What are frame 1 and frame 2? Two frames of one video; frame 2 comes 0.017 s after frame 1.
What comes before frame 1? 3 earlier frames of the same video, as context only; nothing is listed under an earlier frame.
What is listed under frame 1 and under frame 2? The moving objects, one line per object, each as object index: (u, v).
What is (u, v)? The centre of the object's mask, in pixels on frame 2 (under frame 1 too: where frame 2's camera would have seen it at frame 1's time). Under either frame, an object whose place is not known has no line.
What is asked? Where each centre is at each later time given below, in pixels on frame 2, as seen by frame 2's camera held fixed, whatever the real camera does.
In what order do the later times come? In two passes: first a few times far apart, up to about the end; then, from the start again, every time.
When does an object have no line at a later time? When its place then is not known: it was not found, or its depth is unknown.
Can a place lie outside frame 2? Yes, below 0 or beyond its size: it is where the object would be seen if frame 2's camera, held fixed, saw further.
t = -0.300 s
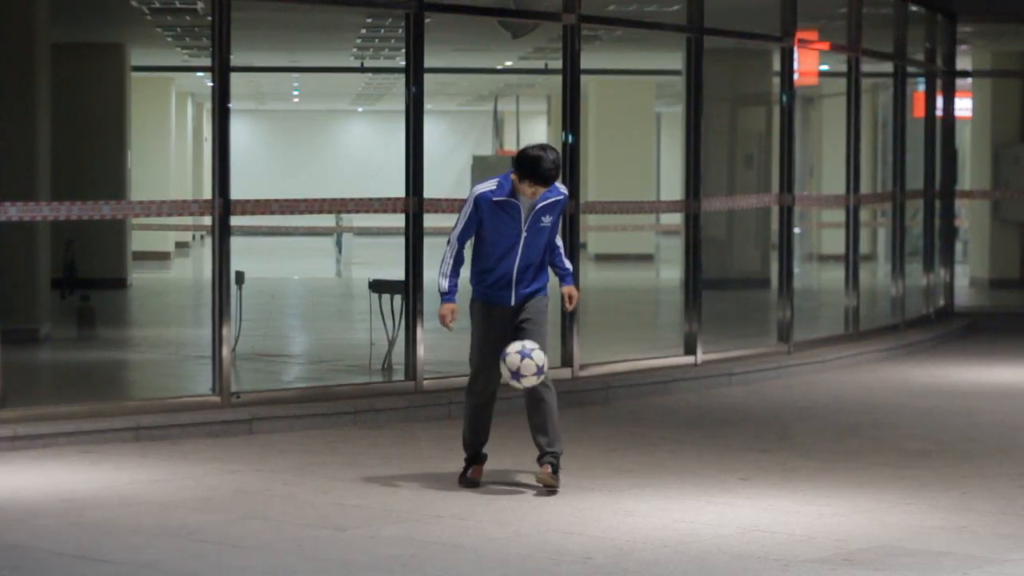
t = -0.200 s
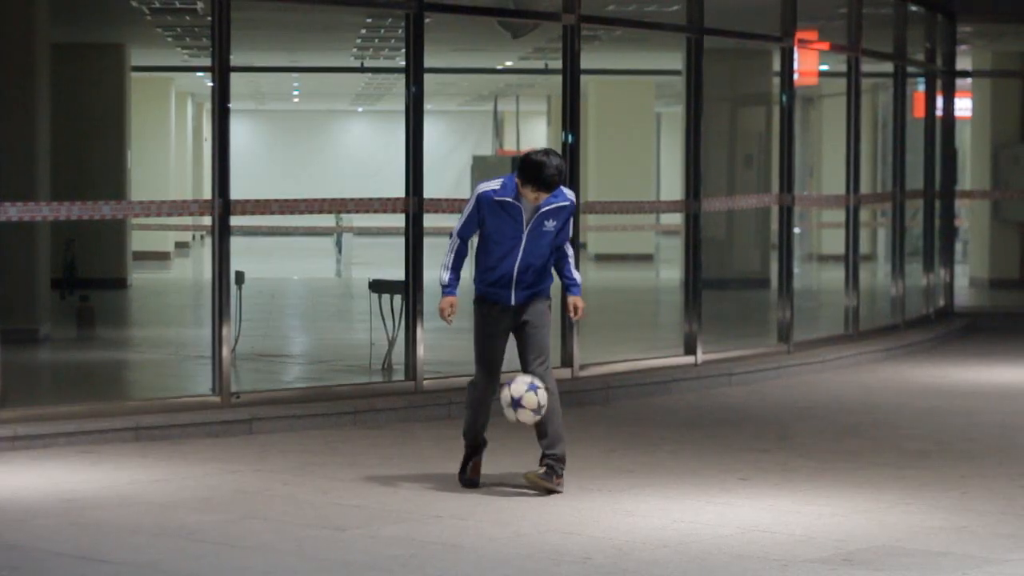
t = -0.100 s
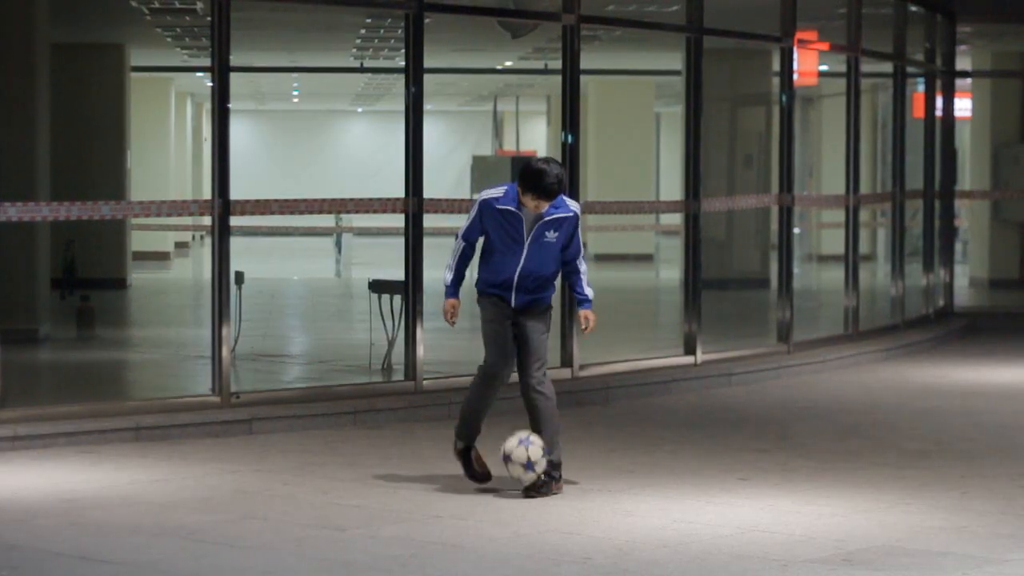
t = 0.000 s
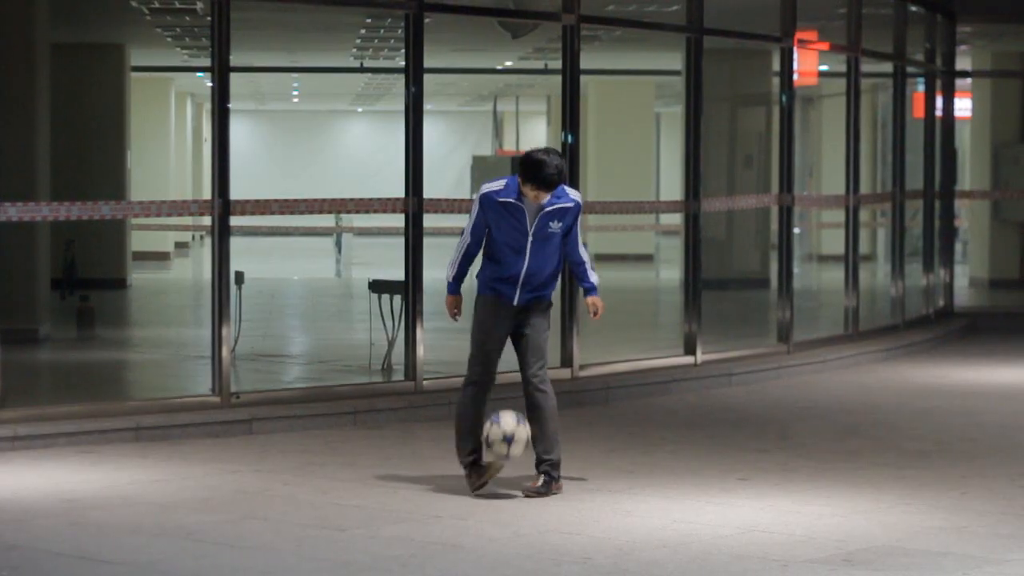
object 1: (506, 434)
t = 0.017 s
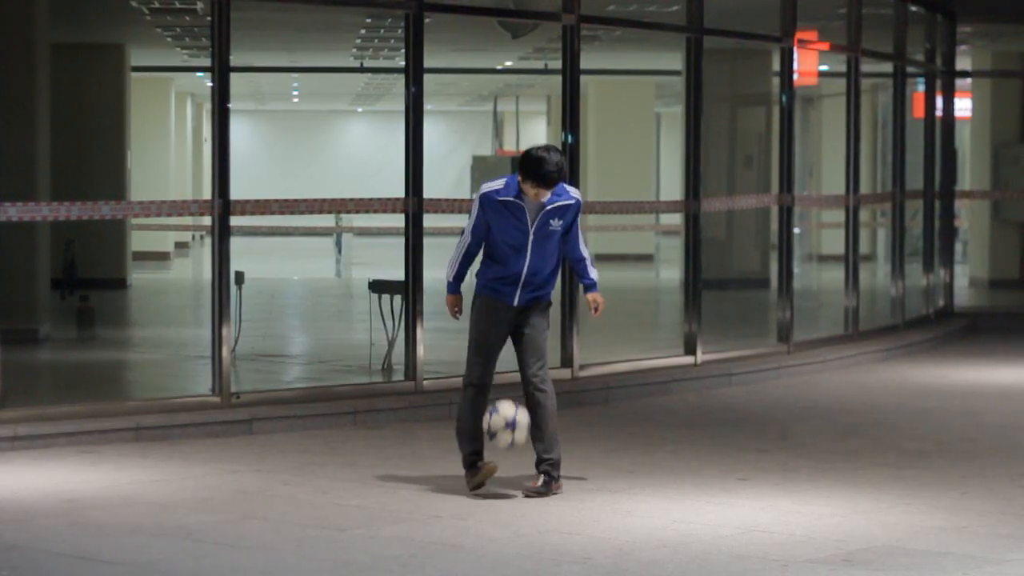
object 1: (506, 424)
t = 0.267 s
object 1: (501, 327)
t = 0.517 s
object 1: (494, 361)
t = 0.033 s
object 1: (506, 414)
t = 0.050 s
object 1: (506, 405)
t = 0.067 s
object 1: (505, 395)
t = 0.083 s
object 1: (505, 386)
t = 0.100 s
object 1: (504, 378)
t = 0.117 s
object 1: (504, 370)
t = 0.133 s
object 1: (504, 364)
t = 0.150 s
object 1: (504, 357)
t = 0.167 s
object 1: (504, 351)
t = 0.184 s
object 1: (503, 346)
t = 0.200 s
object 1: (502, 340)
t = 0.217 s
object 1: (502, 337)
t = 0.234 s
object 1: (501, 333)
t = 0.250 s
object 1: (501, 330)
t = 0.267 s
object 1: (501, 327)
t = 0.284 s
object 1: (501, 325)
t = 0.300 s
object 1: (500, 324)
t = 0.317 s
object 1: (499, 324)
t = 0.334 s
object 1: (499, 324)
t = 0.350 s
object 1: (499, 324)
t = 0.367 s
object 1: (498, 325)
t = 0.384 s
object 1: (498, 327)
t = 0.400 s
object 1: (498, 329)
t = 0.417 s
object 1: (497, 332)
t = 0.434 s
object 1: (496, 335)
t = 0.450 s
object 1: (496, 339)
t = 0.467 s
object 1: (495, 344)
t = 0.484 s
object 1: (495, 349)
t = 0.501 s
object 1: (494, 355)
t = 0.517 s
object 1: (494, 361)
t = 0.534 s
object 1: (494, 369)
